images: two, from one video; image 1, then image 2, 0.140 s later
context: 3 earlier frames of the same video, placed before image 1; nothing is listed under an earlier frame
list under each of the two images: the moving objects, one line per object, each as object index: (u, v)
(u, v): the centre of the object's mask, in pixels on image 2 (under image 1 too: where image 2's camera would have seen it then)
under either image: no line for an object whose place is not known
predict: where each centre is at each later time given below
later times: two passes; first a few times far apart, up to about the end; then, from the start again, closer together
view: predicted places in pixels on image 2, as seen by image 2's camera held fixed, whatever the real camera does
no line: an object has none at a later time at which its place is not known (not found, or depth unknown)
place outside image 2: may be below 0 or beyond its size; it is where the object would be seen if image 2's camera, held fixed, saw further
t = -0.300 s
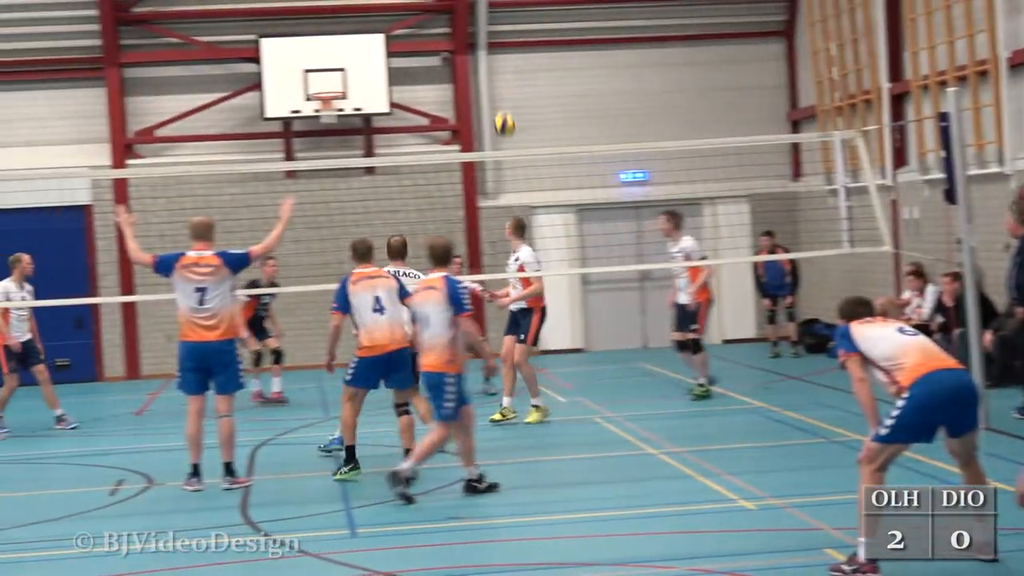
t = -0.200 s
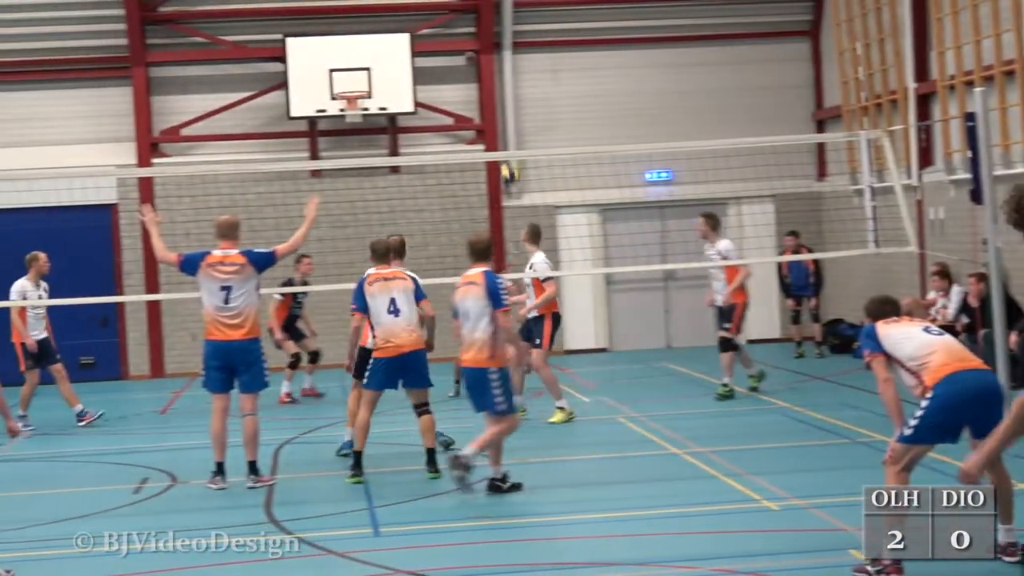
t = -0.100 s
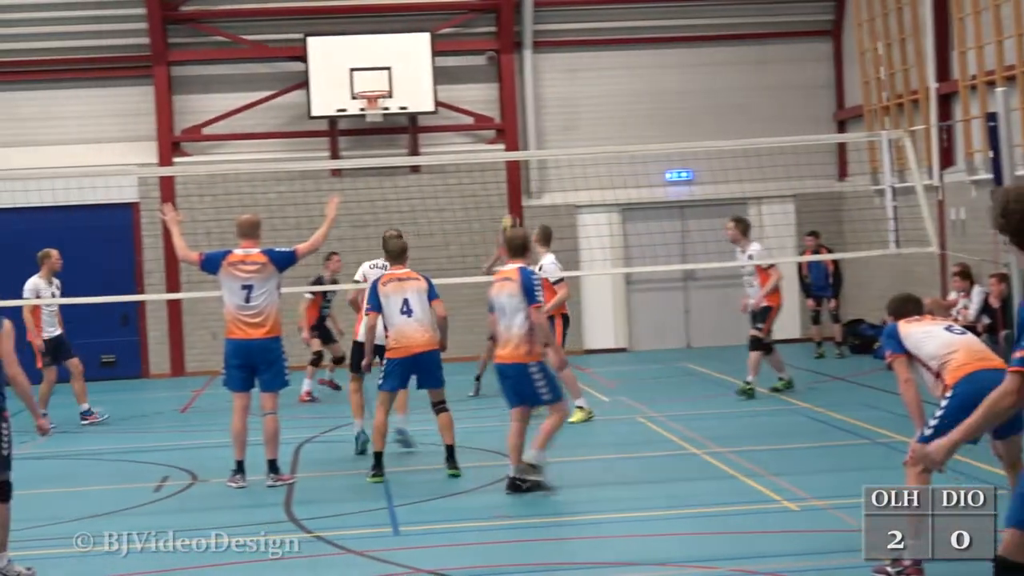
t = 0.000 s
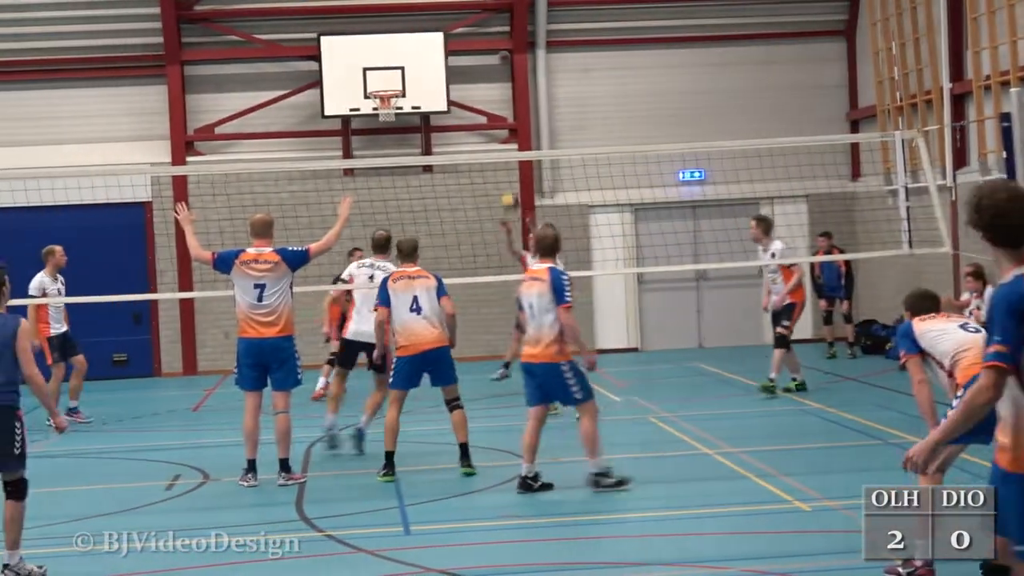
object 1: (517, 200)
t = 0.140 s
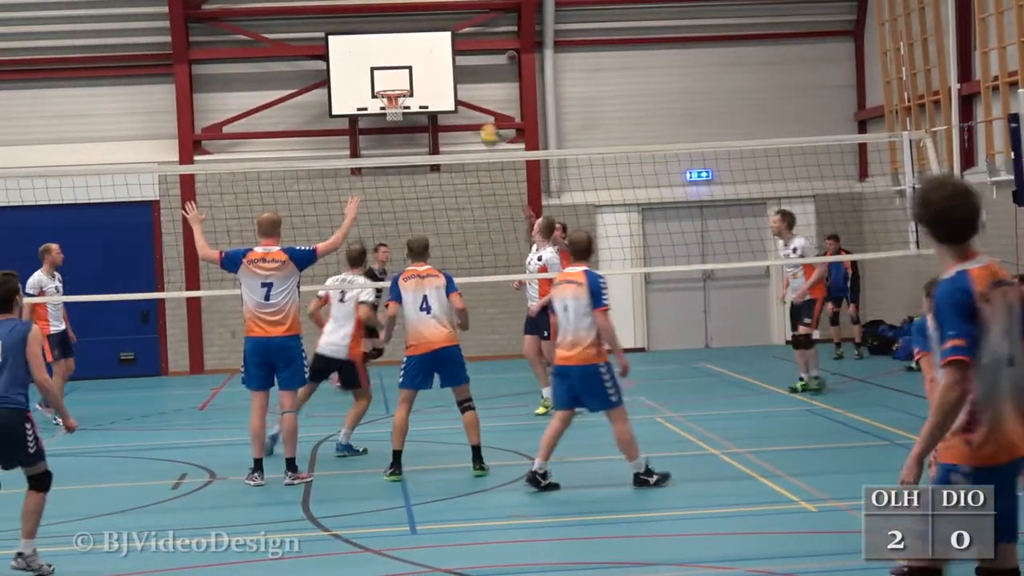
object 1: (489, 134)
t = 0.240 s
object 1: (472, 99)
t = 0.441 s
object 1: (436, 53)
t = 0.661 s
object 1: (396, 45)
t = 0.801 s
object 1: (370, 67)
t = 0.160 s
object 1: (486, 126)
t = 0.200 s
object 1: (479, 112)
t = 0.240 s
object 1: (472, 99)
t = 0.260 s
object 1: (468, 92)
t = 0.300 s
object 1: (461, 81)
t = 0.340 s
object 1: (454, 71)
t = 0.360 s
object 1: (451, 68)
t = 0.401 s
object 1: (443, 60)
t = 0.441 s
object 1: (436, 53)
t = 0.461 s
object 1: (432, 50)
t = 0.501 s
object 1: (425, 46)
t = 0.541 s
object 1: (418, 43)
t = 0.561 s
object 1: (414, 43)
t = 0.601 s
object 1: (407, 42)
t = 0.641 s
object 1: (399, 44)
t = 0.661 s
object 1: (396, 45)
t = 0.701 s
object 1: (389, 49)
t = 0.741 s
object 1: (381, 55)
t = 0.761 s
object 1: (378, 59)
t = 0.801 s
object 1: (370, 67)
